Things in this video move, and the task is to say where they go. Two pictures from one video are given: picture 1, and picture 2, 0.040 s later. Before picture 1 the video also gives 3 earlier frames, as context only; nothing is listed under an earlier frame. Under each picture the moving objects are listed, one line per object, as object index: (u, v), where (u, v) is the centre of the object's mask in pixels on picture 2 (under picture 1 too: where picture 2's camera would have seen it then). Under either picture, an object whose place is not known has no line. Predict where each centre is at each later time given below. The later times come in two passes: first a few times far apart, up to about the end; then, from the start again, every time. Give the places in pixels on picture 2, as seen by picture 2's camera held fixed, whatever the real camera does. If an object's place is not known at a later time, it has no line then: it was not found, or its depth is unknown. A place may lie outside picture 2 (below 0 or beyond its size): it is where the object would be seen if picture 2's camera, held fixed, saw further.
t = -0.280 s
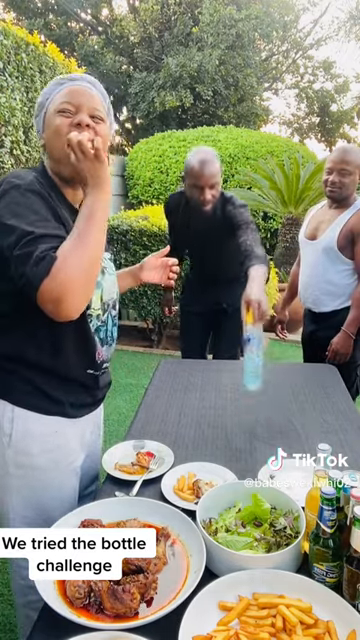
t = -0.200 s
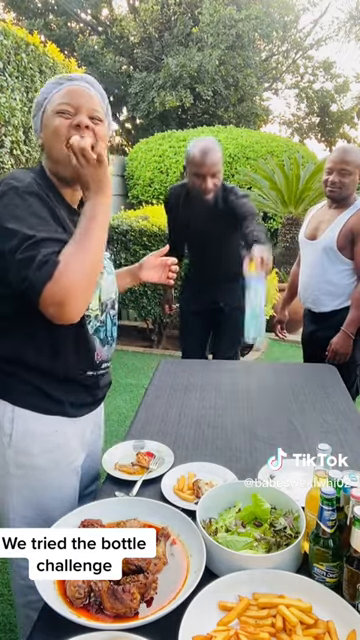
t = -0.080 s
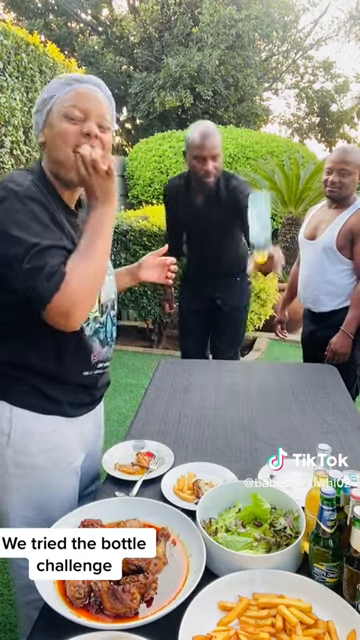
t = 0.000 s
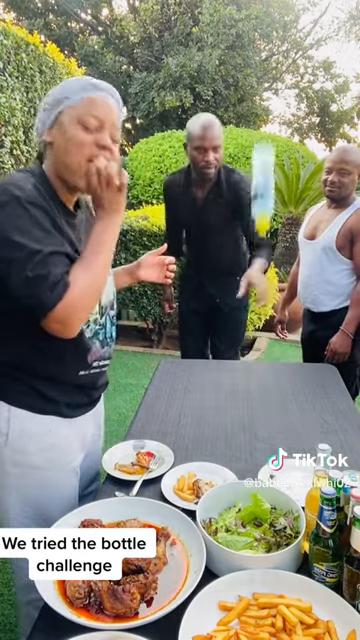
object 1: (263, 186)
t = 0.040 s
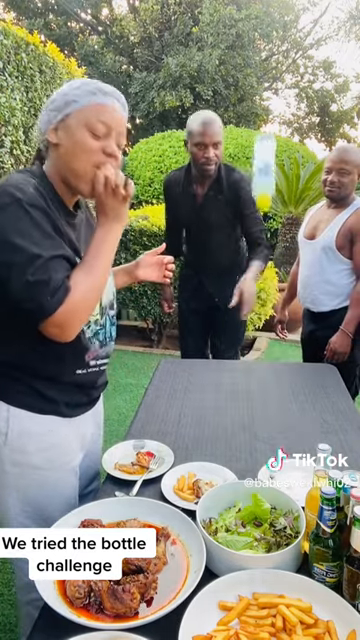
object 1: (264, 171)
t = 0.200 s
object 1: (262, 171)
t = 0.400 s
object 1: (257, 300)
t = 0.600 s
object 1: (254, 377)
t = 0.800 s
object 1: (253, 388)
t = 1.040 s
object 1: (254, 387)
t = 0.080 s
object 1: (263, 161)
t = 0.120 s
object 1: (263, 156)
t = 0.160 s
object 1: (263, 160)
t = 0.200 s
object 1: (262, 171)
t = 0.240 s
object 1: (262, 186)
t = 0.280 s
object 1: (261, 206)
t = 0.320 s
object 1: (260, 229)
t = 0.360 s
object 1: (259, 259)
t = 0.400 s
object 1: (257, 300)
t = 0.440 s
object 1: (256, 333)
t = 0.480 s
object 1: (255, 374)
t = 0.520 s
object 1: (254, 378)
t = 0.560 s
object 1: (253, 377)
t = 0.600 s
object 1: (254, 377)
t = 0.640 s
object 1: (254, 379)
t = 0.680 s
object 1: (254, 381)
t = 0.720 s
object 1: (253, 387)
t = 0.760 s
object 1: (253, 389)
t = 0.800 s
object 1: (253, 388)
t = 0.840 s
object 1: (253, 388)
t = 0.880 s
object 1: (254, 388)
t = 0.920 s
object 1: (254, 387)
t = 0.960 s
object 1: (254, 387)
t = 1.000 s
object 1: (254, 387)
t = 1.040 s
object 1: (254, 387)
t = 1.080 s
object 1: (253, 388)
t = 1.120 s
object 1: (253, 388)
